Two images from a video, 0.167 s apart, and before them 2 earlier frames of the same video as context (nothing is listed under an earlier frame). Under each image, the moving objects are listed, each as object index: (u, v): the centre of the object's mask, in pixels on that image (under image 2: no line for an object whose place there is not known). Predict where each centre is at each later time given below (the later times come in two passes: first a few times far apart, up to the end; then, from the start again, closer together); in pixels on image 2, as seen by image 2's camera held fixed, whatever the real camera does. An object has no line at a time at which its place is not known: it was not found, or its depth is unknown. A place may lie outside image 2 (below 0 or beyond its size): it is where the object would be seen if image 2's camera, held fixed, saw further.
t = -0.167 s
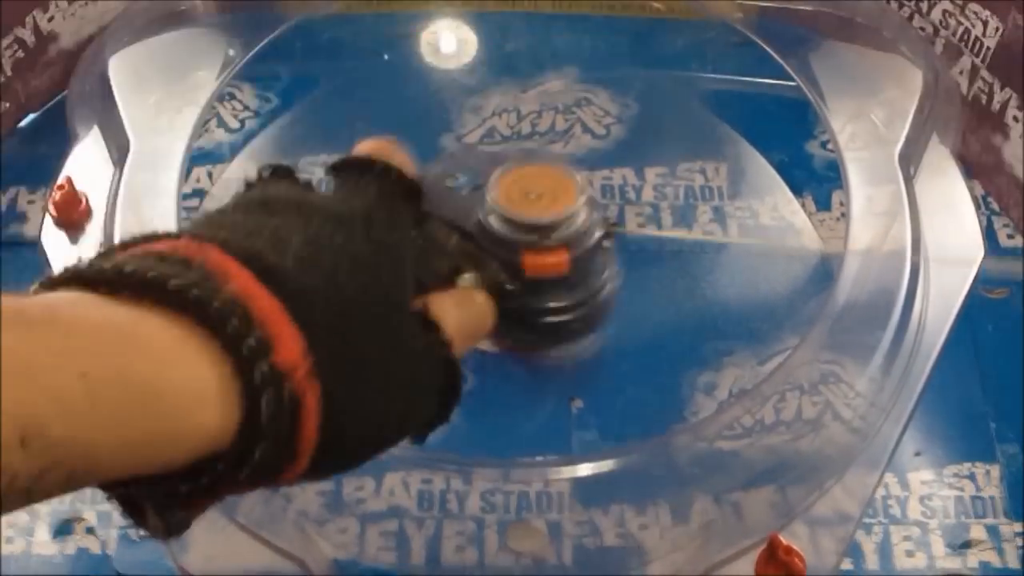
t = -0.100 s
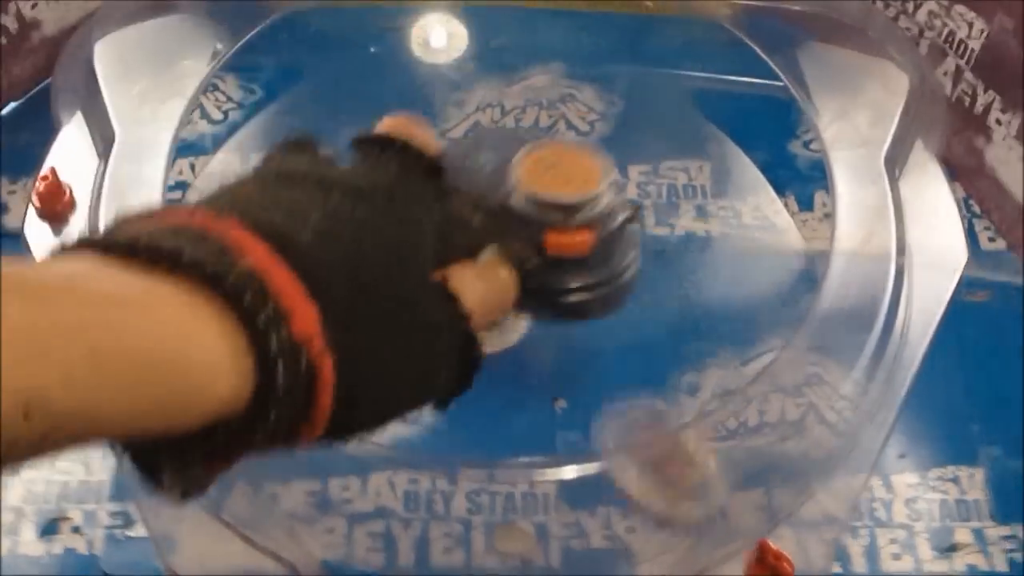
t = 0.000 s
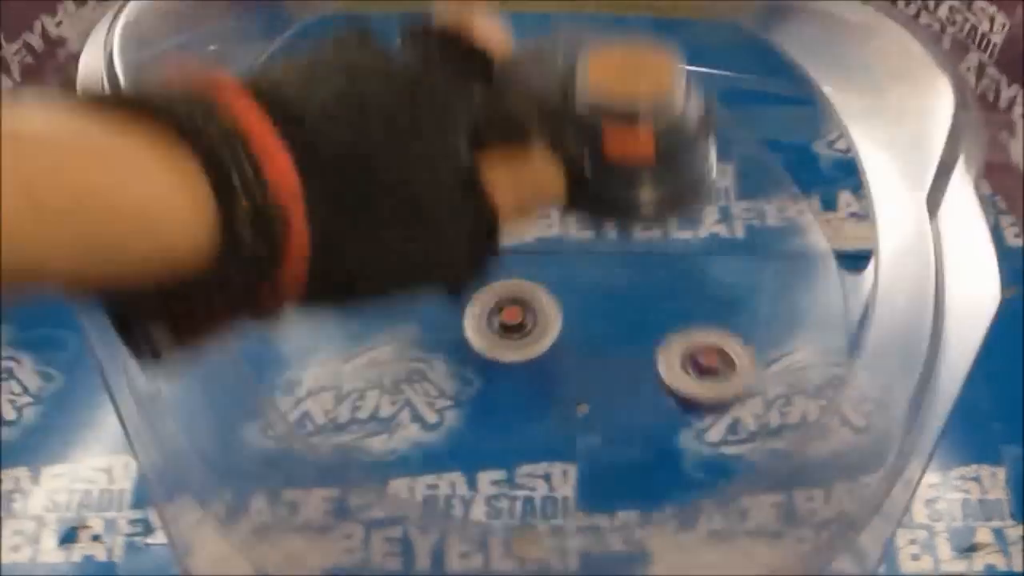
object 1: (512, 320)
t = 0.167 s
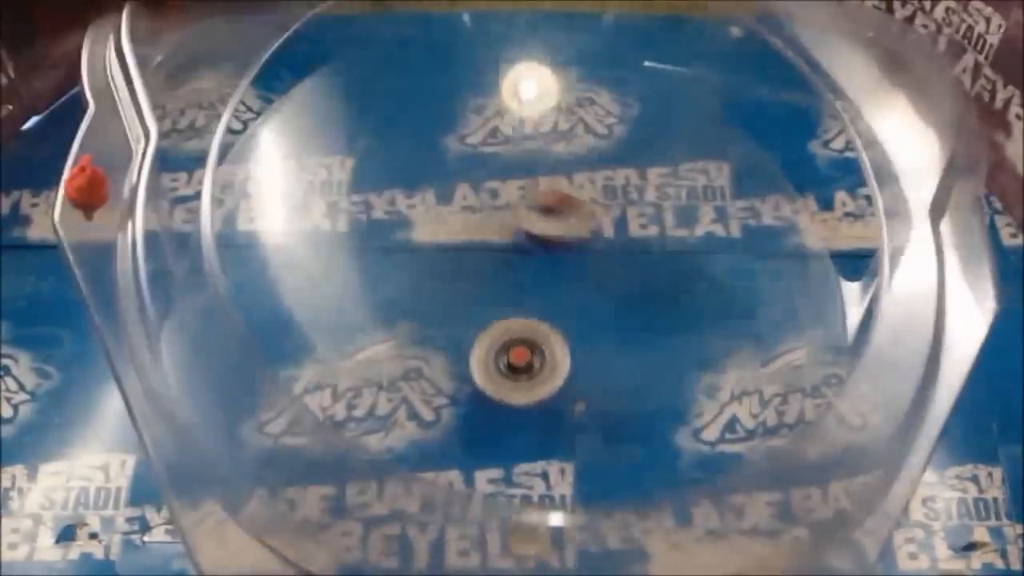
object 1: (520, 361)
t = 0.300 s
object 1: (538, 358)
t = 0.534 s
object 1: (506, 266)
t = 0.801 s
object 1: (380, 314)
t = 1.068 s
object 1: (539, 424)
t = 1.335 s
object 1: (583, 287)
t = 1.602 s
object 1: (432, 260)
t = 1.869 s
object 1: (385, 285)
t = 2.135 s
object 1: (521, 369)
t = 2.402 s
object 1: (544, 360)
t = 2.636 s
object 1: (515, 291)
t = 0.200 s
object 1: (524, 368)
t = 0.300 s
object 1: (538, 358)
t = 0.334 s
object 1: (542, 345)
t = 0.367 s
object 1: (543, 329)
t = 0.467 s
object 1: (533, 287)
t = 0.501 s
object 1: (520, 276)
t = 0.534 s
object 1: (506, 266)
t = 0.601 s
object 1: (469, 251)
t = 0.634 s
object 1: (447, 247)
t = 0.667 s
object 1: (426, 246)
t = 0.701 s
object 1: (405, 256)
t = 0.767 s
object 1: (383, 289)
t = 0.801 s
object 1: (380, 314)
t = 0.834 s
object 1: (383, 341)
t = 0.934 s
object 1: (436, 421)
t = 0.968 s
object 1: (463, 435)
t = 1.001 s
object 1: (488, 439)
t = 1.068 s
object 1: (539, 424)
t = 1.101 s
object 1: (559, 409)
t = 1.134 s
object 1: (574, 395)
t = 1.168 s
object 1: (585, 378)
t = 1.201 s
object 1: (591, 358)
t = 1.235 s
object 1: (594, 339)
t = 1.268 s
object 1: (594, 320)
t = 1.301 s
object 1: (590, 303)
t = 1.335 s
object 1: (583, 287)
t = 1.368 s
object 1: (574, 271)
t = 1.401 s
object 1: (563, 260)
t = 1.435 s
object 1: (547, 251)
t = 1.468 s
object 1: (527, 245)
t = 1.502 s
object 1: (505, 245)
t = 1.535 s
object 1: (482, 250)
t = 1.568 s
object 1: (456, 254)
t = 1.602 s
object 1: (432, 260)
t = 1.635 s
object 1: (409, 266)
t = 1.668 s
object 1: (390, 268)
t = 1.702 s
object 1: (376, 270)
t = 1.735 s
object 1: (367, 273)
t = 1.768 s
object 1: (364, 276)
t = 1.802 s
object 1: (368, 278)
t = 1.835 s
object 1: (375, 280)
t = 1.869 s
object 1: (385, 285)
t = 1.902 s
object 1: (401, 292)
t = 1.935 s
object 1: (417, 299)
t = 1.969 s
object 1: (434, 308)
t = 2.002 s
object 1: (453, 318)
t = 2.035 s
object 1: (472, 330)
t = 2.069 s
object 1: (490, 343)
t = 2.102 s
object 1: (507, 357)
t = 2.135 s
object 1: (521, 369)
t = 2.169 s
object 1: (533, 380)
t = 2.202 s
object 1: (542, 388)
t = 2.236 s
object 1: (549, 391)
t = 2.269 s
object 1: (552, 390)
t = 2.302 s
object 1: (553, 386)
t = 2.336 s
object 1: (552, 379)
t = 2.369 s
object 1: (549, 370)
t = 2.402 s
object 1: (544, 360)
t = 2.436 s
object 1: (538, 347)
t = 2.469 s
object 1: (532, 334)
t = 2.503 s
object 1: (526, 321)
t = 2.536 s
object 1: (523, 310)
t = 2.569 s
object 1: (520, 301)
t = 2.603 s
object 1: (517, 294)
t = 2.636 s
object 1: (515, 291)
